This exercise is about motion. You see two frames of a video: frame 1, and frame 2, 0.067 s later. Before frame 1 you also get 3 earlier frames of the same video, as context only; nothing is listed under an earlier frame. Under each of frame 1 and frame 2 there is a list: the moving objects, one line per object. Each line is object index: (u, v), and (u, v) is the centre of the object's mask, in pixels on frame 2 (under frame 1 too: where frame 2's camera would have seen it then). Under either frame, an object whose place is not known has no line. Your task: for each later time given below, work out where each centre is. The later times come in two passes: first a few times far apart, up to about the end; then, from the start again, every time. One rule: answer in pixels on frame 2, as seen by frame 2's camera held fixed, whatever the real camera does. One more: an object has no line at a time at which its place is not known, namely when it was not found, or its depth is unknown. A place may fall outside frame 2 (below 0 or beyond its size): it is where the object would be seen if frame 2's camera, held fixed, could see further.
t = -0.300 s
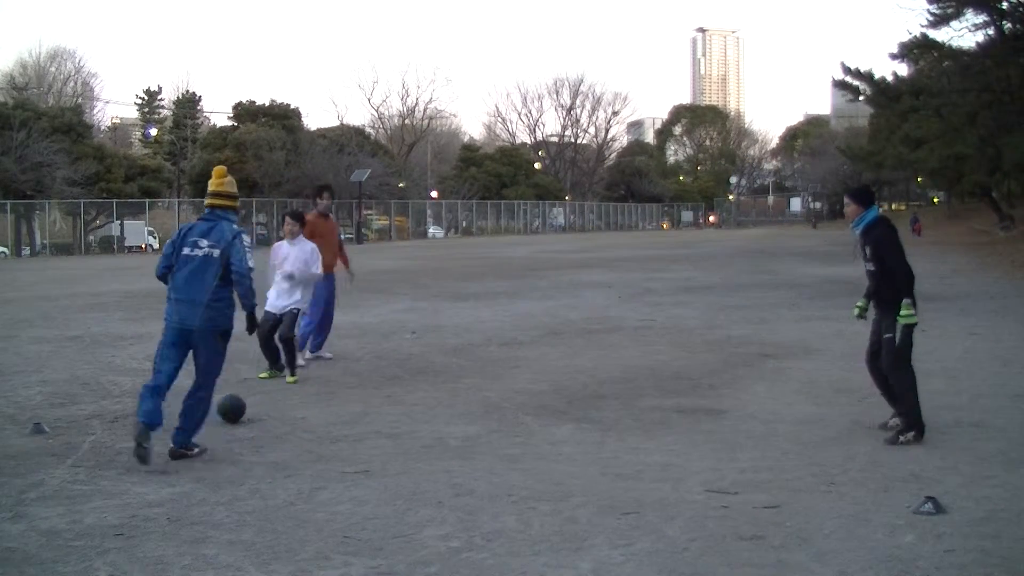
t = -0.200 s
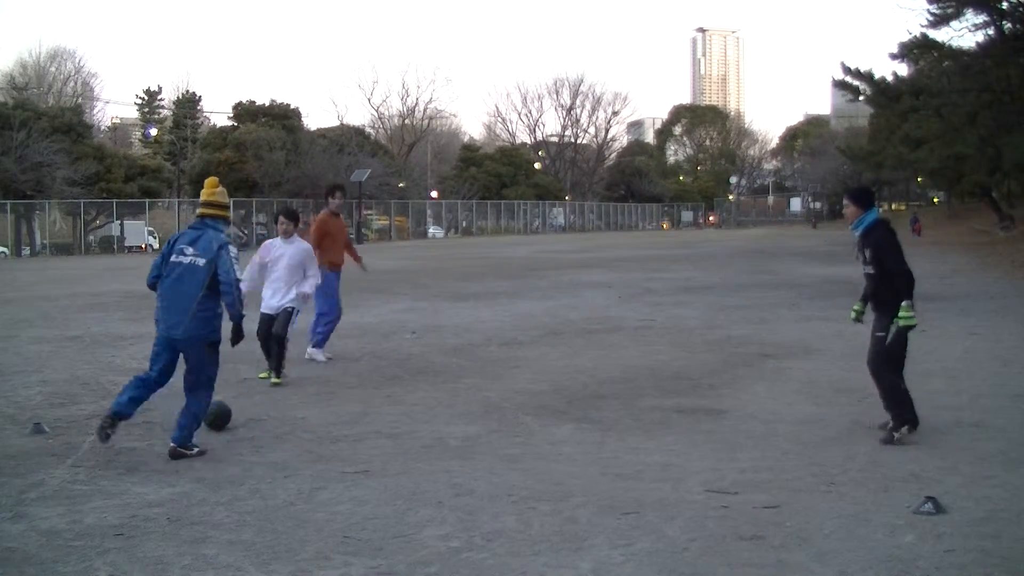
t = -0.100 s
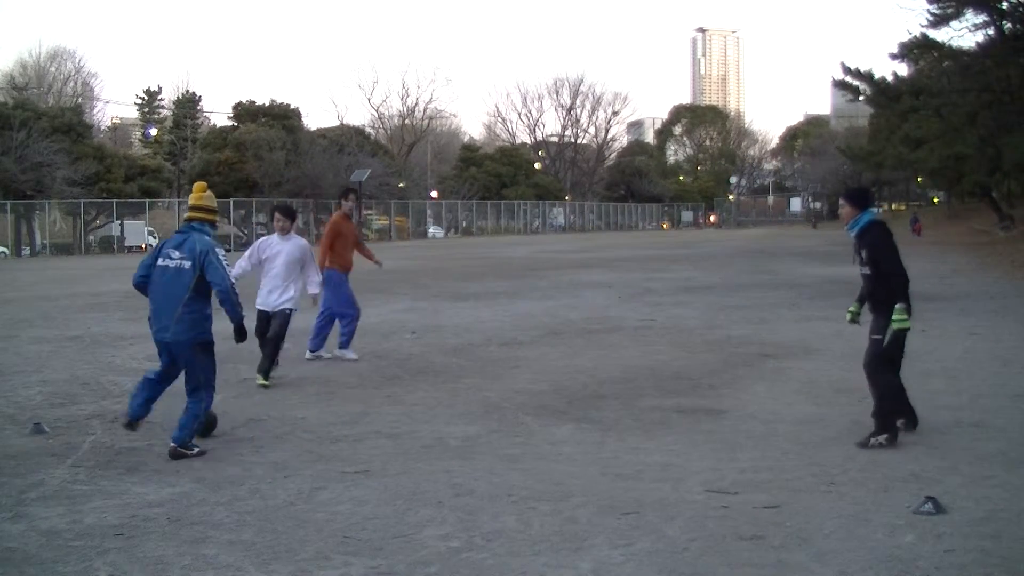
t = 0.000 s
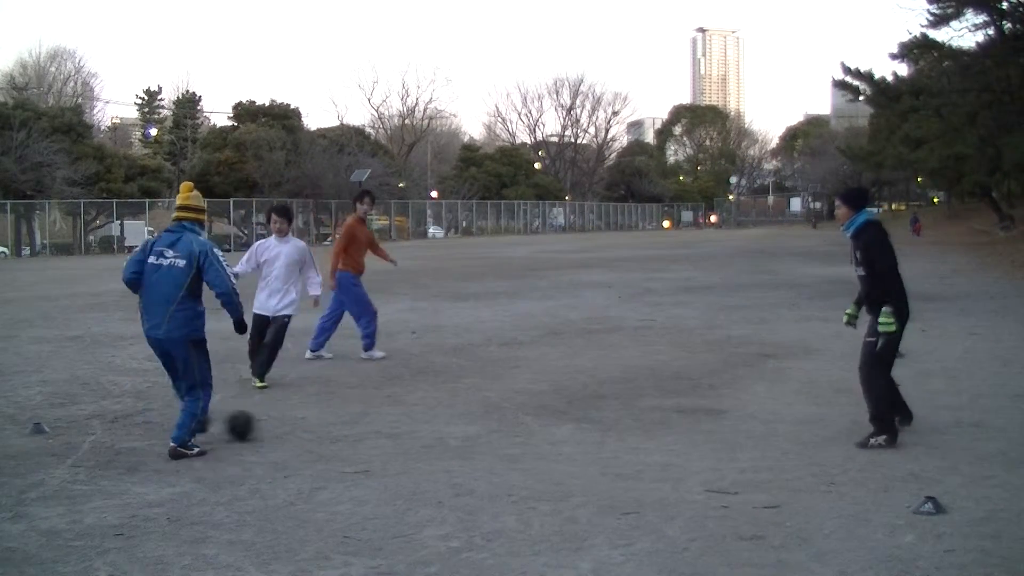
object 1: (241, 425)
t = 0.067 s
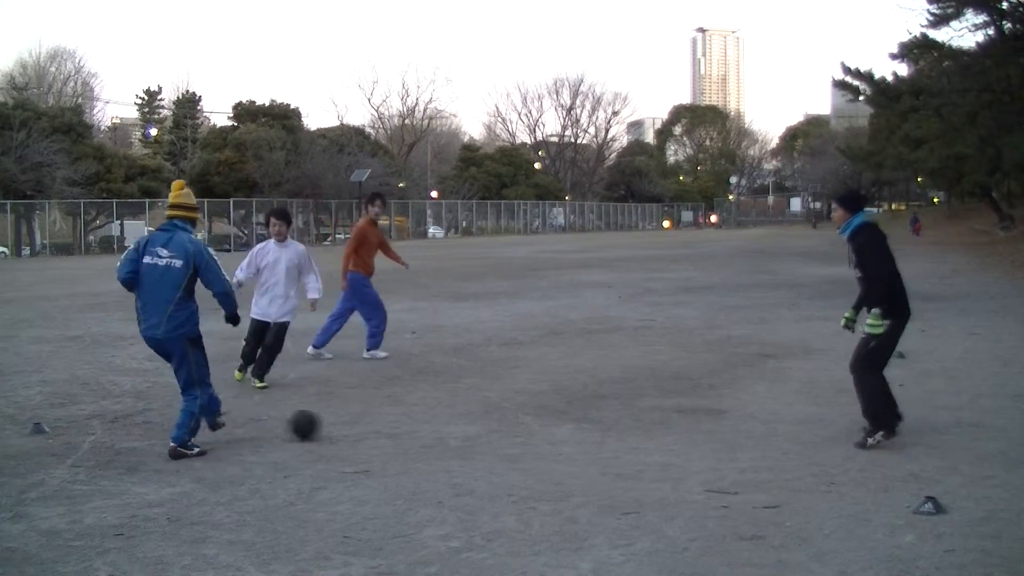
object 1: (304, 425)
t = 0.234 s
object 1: (449, 424)
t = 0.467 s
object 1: (614, 423)
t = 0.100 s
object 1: (335, 424)
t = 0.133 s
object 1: (365, 425)
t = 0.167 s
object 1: (394, 423)
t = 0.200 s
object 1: (421, 423)
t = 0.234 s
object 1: (449, 424)
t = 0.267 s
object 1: (475, 425)
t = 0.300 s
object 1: (500, 424)
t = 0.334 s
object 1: (525, 424)
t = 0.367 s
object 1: (549, 424)
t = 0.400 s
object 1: (571, 423)
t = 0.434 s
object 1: (593, 423)
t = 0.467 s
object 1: (614, 423)
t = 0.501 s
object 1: (635, 423)
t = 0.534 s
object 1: (656, 423)
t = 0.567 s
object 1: (676, 421)
